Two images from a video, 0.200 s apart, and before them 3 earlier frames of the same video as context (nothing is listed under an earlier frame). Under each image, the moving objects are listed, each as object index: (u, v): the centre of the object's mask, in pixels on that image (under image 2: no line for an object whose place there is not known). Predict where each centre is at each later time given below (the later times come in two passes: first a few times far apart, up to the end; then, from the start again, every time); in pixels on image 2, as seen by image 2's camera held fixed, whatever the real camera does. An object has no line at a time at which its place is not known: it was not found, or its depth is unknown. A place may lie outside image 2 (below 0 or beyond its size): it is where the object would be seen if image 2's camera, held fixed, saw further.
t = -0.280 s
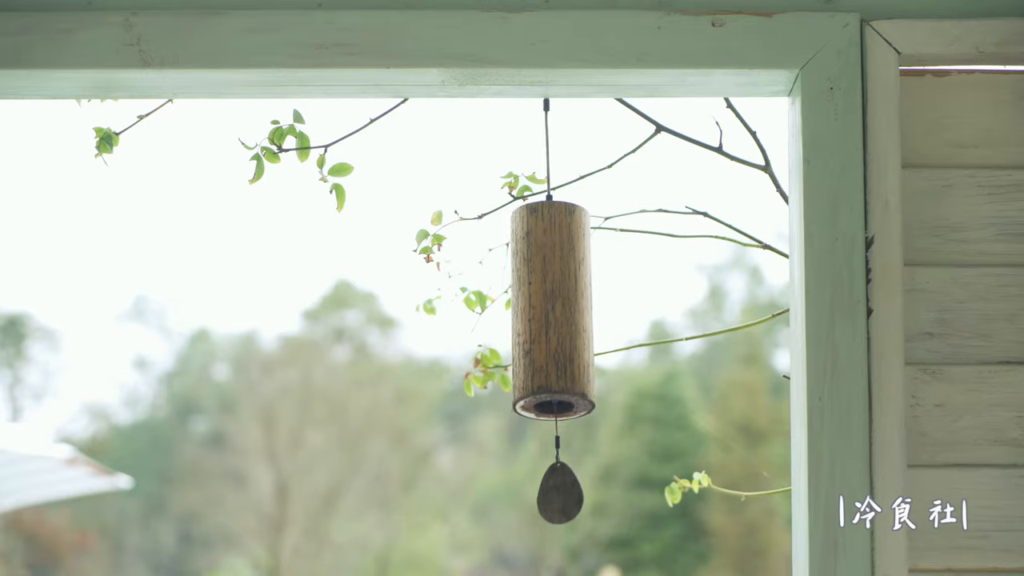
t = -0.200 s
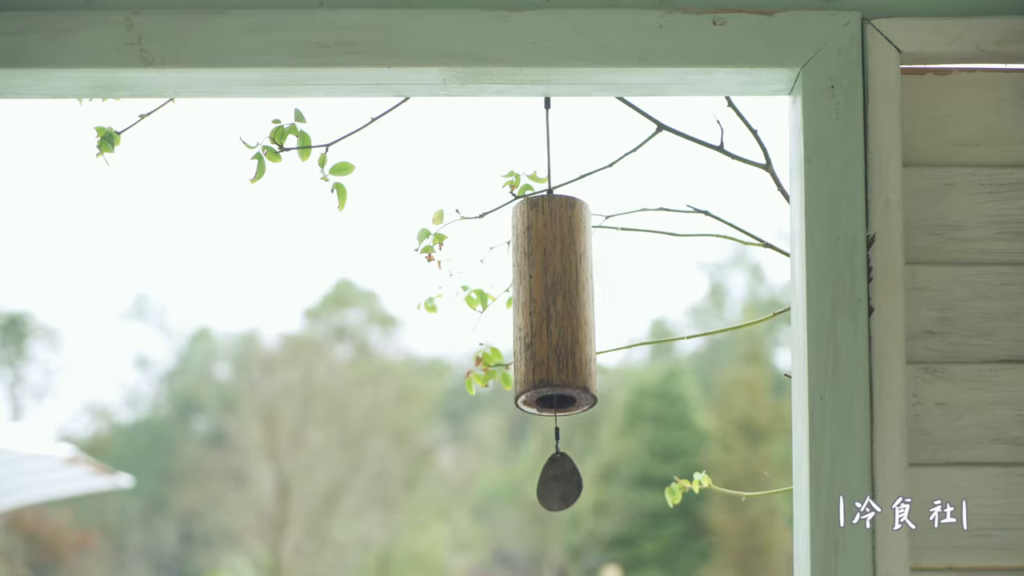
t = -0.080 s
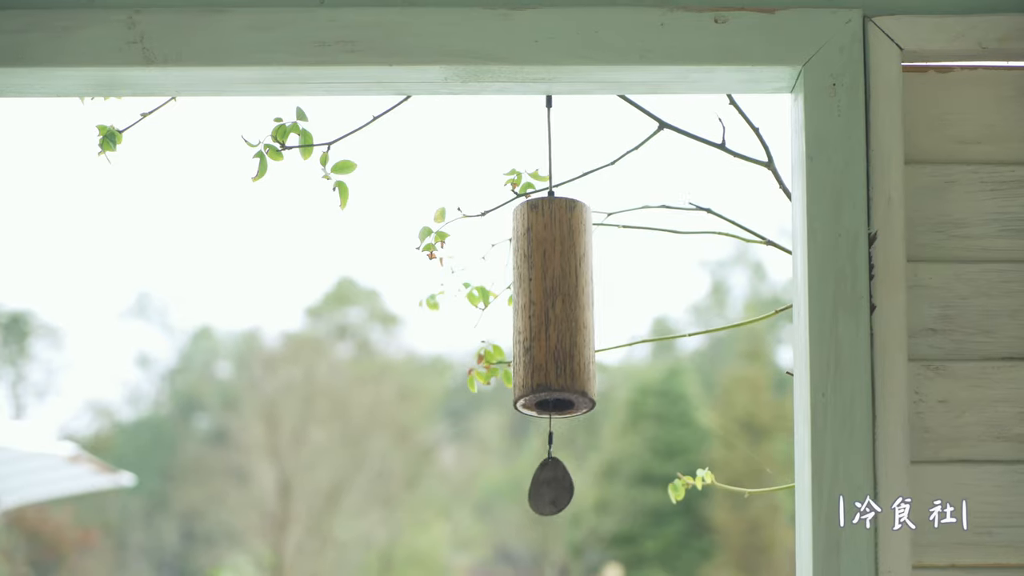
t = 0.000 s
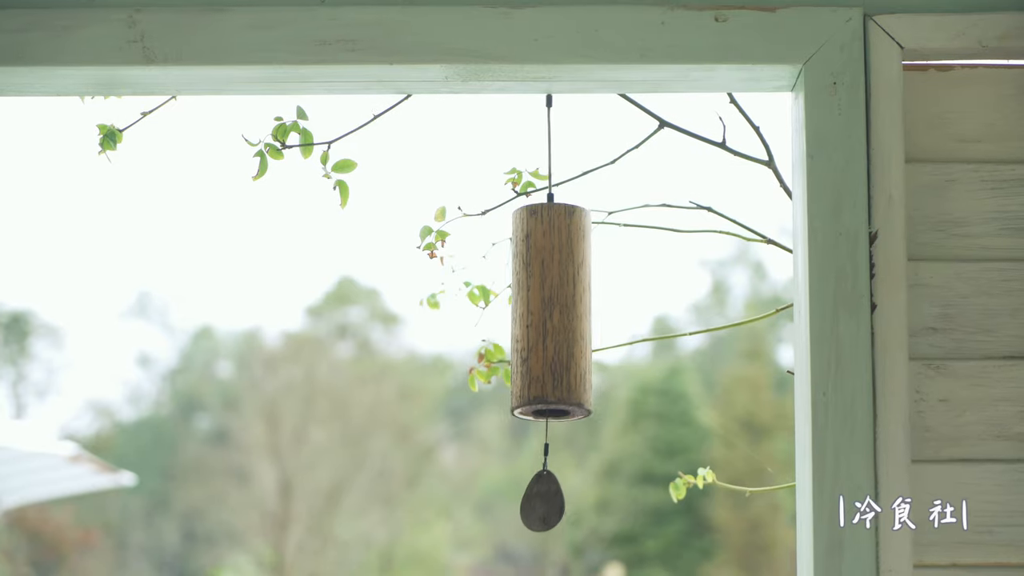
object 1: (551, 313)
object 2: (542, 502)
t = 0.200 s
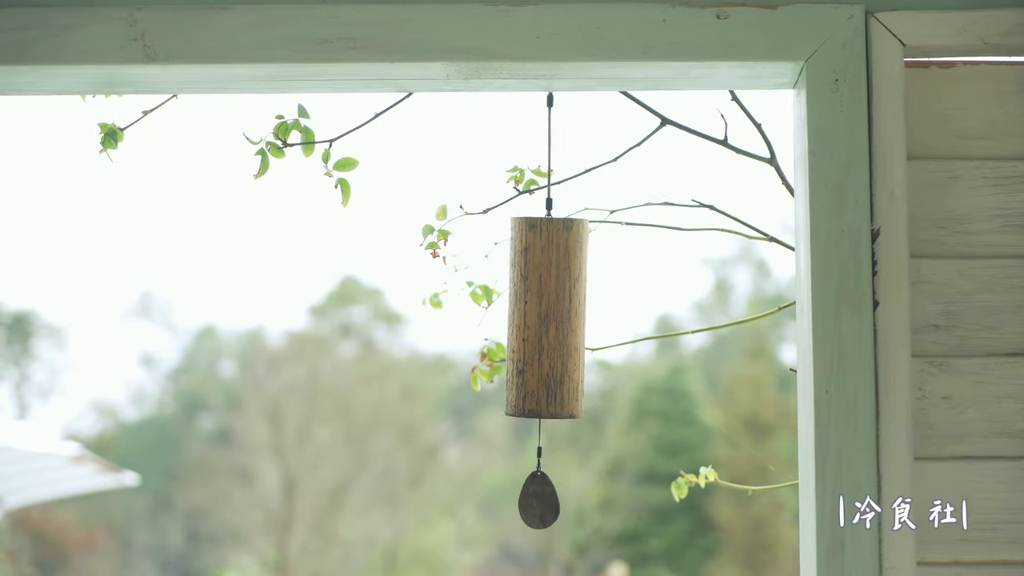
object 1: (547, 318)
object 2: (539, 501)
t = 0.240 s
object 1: (546, 318)
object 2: (538, 496)
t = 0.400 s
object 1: (547, 317)
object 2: (545, 489)
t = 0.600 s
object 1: (554, 315)
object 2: (559, 508)
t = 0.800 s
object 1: (558, 303)
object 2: (562, 480)
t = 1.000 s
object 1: (553, 311)
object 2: (553, 499)
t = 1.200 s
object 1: (547, 317)
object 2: (538, 503)
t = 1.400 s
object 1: (548, 318)
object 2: (543, 488)
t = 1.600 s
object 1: (554, 315)
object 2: (560, 508)
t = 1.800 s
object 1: (558, 304)
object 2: (565, 483)
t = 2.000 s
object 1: (554, 310)
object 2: (547, 499)
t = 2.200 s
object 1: (547, 318)
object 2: (540, 505)
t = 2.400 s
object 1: (548, 318)
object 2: (546, 490)
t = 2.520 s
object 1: (551, 317)
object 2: (553, 505)
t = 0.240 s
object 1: (546, 318)
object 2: (538, 496)
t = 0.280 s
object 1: (546, 317)
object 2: (539, 490)
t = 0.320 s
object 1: (546, 316)
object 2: (541, 486)
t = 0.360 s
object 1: (547, 317)
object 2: (542, 486)
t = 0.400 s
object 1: (547, 317)
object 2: (545, 489)
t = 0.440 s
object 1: (548, 318)
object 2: (548, 495)
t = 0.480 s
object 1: (550, 318)
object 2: (551, 501)
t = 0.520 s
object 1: (551, 317)
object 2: (553, 507)
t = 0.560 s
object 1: (553, 316)
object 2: (556, 509)
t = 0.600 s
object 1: (554, 315)
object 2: (559, 508)
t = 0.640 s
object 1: (555, 312)
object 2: (561, 504)
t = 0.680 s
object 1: (557, 310)
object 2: (562, 498)
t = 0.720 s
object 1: (557, 307)
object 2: (563, 492)
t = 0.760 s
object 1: (558, 305)
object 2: (563, 486)
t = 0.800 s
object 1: (558, 303)
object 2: (562, 480)
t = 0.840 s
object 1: (557, 302)
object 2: (561, 478)
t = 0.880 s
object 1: (557, 303)
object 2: (560, 479)
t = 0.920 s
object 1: (556, 305)
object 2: (559, 484)
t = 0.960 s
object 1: (554, 308)
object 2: (556, 492)
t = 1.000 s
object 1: (553, 311)
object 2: (553, 499)
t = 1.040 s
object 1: (552, 313)
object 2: (549, 505)
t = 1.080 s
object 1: (550, 315)
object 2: (545, 509)
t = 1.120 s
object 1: (549, 316)
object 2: (542, 509)
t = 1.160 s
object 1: (548, 316)
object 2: (539, 507)
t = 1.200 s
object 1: (547, 317)
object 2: (538, 503)
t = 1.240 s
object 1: (546, 318)
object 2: (537, 498)
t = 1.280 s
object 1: (546, 318)
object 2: (537, 492)
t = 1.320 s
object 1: (547, 317)
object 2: (539, 488)
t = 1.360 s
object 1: (547, 318)
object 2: (541, 487)
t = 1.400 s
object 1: (548, 318)
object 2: (543, 488)
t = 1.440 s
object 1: (549, 318)
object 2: (547, 494)
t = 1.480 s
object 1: (550, 318)
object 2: (550, 500)
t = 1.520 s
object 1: (551, 317)
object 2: (554, 506)
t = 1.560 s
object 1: (553, 317)
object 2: (557, 509)
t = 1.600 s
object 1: (554, 315)
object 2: (560, 508)
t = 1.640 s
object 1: (555, 313)
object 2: (563, 505)
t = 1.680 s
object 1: (557, 311)
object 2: (565, 500)
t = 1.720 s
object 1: (558, 308)
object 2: (566, 494)
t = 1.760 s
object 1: (558, 306)
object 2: (566, 488)
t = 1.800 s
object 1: (558, 304)
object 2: (565, 483)
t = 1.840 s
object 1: (558, 303)
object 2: (563, 480)
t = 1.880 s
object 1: (558, 304)
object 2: (560, 480)
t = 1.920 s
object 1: (557, 306)
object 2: (556, 484)
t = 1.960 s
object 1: (555, 308)
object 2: (551, 492)
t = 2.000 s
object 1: (554, 310)
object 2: (547, 499)
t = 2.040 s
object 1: (553, 313)
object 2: (544, 505)
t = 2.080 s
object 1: (551, 315)
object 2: (542, 509)
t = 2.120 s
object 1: (550, 316)
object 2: (540, 510)
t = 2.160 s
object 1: (548, 317)
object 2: (540, 508)
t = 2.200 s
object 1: (547, 318)
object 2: (540, 505)
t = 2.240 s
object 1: (547, 318)
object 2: (540, 500)
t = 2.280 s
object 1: (547, 318)
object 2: (540, 495)
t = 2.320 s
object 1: (547, 318)
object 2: (541, 490)
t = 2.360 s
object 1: (547, 318)
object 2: (543, 489)
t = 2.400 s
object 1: (548, 318)
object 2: (546, 490)
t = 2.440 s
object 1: (549, 318)
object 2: (548, 494)
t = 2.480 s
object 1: (550, 318)
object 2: (551, 500)
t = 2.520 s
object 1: (551, 317)
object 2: (553, 505)
